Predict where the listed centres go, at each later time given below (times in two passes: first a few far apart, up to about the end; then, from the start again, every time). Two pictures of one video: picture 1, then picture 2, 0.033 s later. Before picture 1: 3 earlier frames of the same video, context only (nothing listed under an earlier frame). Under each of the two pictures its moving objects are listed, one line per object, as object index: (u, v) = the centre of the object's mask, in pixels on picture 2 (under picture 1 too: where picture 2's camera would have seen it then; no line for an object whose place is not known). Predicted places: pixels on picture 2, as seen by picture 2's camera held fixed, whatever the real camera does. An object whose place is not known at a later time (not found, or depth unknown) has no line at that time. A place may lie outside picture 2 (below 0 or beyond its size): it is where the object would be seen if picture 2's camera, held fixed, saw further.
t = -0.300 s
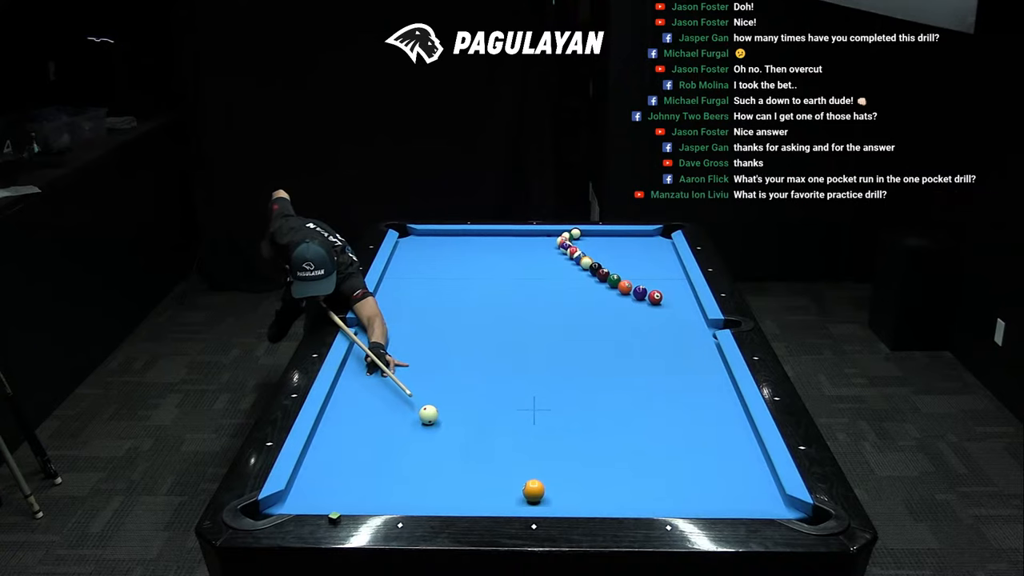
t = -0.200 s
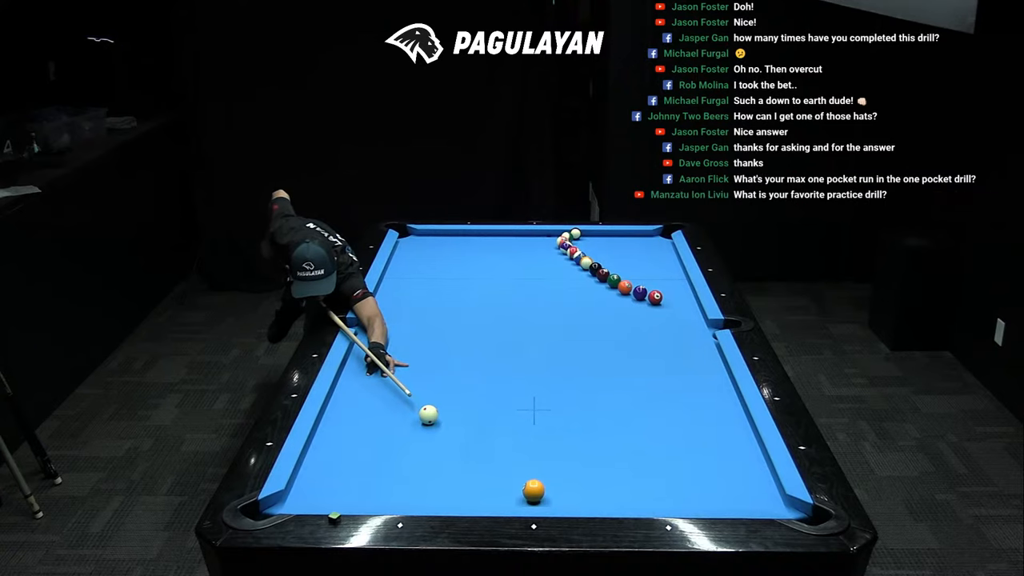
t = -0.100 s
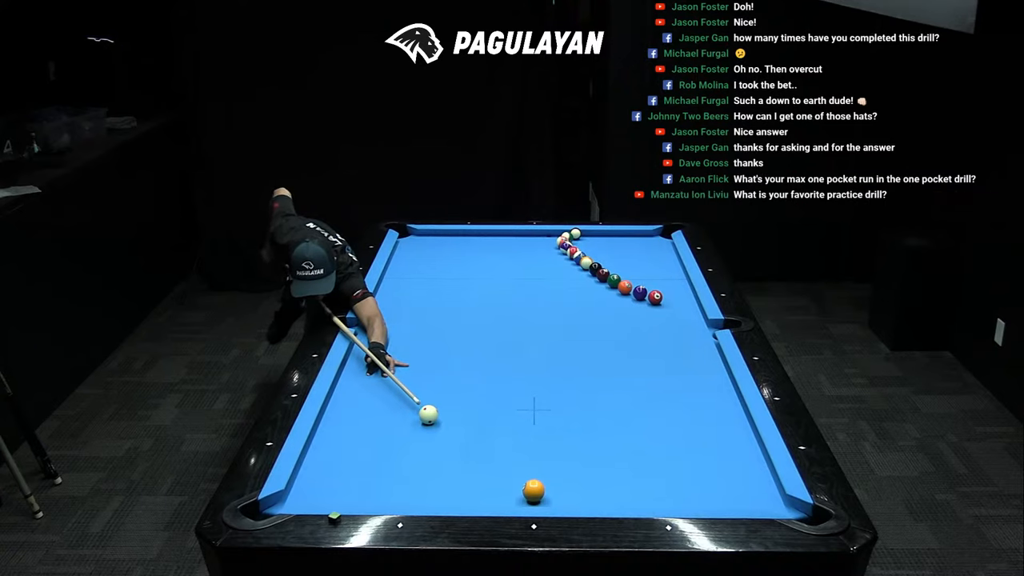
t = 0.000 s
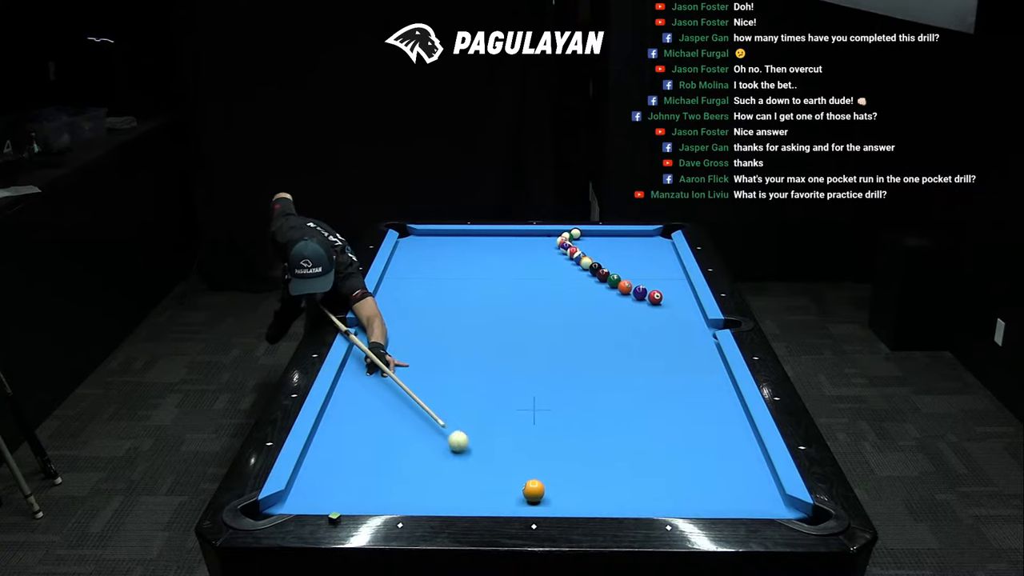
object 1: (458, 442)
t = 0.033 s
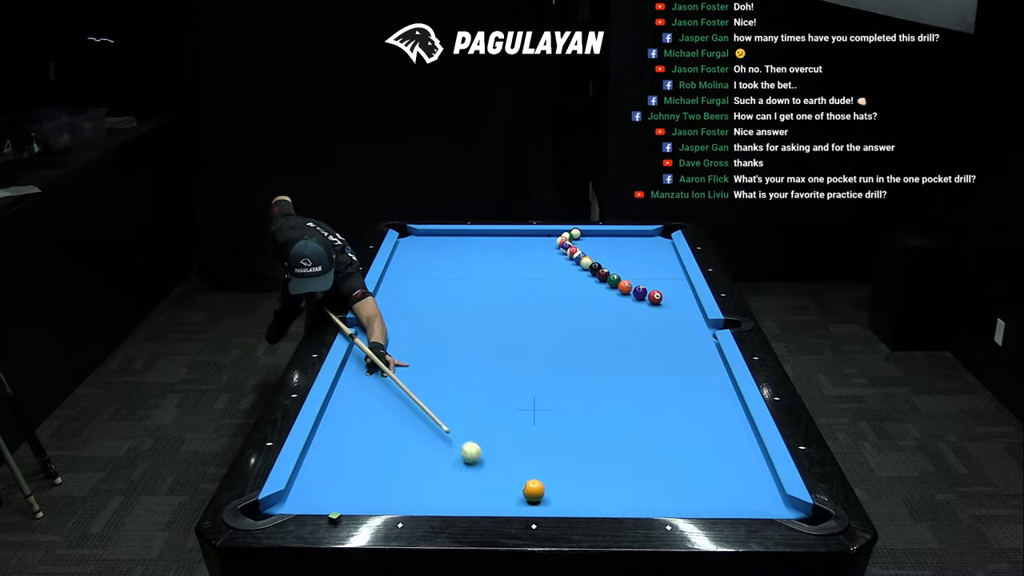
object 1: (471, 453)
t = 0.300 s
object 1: (504, 476)
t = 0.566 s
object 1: (506, 431)
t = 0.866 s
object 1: (510, 390)
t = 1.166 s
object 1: (512, 356)
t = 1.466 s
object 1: (515, 328)
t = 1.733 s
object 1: (516, 306)
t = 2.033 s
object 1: (519, 285)
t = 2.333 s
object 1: (520, 266)
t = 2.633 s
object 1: (522, 250)
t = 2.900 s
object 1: (523, 238)
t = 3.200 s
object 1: (524, 237)
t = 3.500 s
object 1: (525, 245)
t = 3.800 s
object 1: (526, 252)
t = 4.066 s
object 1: (526, 259)
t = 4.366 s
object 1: (527, 266)
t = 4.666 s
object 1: (528, 273)
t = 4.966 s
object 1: (529, 279)
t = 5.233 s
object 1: (529, 285)
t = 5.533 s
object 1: (530, 291)
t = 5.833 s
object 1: (531, 296)
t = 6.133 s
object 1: (532, 301)
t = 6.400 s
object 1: (533, 305)
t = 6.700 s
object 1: (534, 310)
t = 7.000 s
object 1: (535, 314)
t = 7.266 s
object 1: (535, 316)
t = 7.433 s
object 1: (535, 318)
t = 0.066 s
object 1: (484, 464)
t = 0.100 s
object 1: (497, 477)
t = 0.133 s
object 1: (511, 490)
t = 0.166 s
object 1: (509, 498)
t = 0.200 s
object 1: (507, 498)
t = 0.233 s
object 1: (506, 492)
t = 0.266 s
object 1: (505, 484)
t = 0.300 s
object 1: (504, 476)
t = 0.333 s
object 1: (503, 469)
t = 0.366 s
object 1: (504, 463)
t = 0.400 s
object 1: (504, 457)
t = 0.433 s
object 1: (505, 452)
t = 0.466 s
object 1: (505, 446)
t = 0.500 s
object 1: (506, 441)
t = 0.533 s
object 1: (506, 436)
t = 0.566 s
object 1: (506, 431)
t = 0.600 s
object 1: (507, 426)
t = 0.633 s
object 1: (507, 421)
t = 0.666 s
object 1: (508, 416)
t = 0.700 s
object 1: (508, 411)
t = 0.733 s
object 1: (508, 407)
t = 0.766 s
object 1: (509, 402)
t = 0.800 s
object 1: (509, 398)
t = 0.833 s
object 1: (509, 394)
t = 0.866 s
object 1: (510, 390)
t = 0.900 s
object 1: (510, 386)
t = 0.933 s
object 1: (510, 382)
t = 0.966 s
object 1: (511, 378)
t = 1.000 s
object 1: (511, 374)
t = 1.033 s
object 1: (511, 370)
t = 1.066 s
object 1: (511, 367)
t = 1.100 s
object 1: (512, 363)
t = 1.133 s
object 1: (512, 359)
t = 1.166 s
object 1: (512, 356)
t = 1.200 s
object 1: (513, 353)
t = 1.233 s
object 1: (513, 349)
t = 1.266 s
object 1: (513, 346)
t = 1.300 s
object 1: (513, 343)
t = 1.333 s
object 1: (513, 340)
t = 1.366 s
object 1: (514, 337)
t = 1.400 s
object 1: (514, 333)
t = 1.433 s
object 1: (514, 330)
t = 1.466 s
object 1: (515, 328)
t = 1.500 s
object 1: (515, 325)
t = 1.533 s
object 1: (515, 322)
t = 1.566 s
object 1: (515, 319)
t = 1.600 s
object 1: (515, 316)
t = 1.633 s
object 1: (516, 314)
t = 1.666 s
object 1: (516, 311)
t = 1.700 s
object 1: (516, 308)
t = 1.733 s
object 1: (516, 306)
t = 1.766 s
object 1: (517, 303)
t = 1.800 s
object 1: (517, 301)
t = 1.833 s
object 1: (517, 298)
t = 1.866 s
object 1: (517, 296)
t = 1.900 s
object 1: (518, 294)
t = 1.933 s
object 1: (518, 291)
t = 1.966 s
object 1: (518, 289)
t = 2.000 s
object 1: (518, 287)
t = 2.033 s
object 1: (519, 285)
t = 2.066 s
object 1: (519, 282)
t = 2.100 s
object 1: (519, 280)
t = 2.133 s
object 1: (519, 278)
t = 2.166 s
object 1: (519, 276)
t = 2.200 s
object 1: (519, 274)
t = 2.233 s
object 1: (520, 272)
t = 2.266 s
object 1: (520, 270)
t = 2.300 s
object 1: (520, 268)
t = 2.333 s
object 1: (520, 266)
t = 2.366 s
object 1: (520, 265)
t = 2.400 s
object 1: (521, 263)
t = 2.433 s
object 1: (521, 261)
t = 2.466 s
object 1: (521, 259)
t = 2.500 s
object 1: (521, 257)
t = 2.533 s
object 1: (521, 256)
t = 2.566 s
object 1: (522, 254)
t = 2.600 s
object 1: (522, 252)
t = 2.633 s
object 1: (522, 250)
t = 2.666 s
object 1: (522, 249)
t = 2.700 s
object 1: (522, 247)
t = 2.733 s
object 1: (522, 246)
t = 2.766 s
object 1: (523, 244)
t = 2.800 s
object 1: (523, 242)
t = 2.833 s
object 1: (523, 241)
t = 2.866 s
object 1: (523, 239)
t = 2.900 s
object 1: (523, 238)
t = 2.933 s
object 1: (523, 236)
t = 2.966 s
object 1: (524, 235)
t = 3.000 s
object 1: (524, 234)
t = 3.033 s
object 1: (524, 233)
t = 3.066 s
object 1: (524, 234)
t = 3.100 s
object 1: (524, 235)
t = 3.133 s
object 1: (524, 236)
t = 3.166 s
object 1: (524, 236)
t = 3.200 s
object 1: (524, 237)
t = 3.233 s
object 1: (524, 238)
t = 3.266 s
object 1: (524, 239)
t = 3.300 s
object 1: (524, 240)
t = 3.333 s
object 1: (524, 241)
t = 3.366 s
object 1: (524, 241)
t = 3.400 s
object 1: (525, 242)
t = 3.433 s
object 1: (525, 243)
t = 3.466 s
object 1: (525, 244)
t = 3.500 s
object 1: (525, 245)
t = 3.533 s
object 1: (525, 246)
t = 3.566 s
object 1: (525, 246)
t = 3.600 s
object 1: (525, 247)
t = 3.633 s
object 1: (525, 248)
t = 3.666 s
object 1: (525, 249)
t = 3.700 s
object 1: (525, 250)
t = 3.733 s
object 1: (525, 251)
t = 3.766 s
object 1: (525, 251)
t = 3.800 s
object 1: (526, 252)
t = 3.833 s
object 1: (526, 253)
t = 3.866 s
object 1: (526, 254)
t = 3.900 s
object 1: (526, 255)
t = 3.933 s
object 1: (526, 255)
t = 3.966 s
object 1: (526, 256)
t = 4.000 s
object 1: (526, 257)
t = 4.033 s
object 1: (526, 258)
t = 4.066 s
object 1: (526, 259)
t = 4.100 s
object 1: (526, 259)
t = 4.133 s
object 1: (526, 260)
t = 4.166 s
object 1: (526, 261)
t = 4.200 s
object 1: (527, 262)
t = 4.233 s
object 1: (527, 263)
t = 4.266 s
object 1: (527, 263)
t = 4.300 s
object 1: (527, 264)
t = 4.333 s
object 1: (527, 265)
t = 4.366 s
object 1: (527, 266)
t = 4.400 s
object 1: (527, 267)
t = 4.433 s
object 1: (528, 267)
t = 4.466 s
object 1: (528, 268)
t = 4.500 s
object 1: (528, 269)
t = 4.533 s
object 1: (528, 270)
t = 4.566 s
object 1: (528, 270)
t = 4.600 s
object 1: (528, 271)
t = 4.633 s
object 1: (528, 272)
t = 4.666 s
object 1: (528, 273)
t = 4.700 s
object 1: (528, 273)
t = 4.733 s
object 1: (528, 274)
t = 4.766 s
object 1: (529, 275)
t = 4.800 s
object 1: (529, 276)
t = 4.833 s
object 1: (529, 276)
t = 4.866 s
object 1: (528, 277)
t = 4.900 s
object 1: (529, 278)
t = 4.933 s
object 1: (529, 278)
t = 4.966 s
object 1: (529, 279)
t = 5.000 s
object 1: (529, 280)
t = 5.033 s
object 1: (529, 281)
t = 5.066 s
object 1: (529, 281)
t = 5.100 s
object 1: (529, 282)
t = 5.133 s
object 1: (529, 283)
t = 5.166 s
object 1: (529, 283)
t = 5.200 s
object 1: (529, 284)
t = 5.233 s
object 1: (529, 285)
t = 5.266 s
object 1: (529, 285)
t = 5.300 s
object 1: (530, 286)
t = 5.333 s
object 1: (532, 287)
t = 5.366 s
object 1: (530, 287)
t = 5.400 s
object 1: (530, 288)
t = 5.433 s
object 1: (530, 289)
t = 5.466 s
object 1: (530, 289)
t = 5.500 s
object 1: (530, 290)
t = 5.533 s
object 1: (530, 291)
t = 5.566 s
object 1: (530, 291)
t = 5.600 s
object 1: (530, 292)
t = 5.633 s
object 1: (530, 292)
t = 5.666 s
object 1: (531, 293)
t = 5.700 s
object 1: (531, 294)
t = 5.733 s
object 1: (531, 294)
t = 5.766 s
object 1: (531, 295)
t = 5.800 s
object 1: (531, 296)
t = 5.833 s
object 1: (531, 296)
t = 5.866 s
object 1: (531, 297)
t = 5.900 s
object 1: (531, 297)
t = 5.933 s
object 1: (531, 298)
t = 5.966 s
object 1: (531, 298)
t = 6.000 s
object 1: (532, 299)
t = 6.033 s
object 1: (532, 300)
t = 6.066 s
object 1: (532, 300)
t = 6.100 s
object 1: (532, 301)
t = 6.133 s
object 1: (532, 301)
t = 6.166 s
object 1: (532, 302)
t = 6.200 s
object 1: (532, 302)
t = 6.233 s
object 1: (532, 303)
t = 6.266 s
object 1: (533, 304)
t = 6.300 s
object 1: (533, 304)
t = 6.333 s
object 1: (533, 305)
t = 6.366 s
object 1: (533, 305)
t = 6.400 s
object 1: (533, 305)
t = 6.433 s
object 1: (533, 306)
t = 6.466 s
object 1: (533, 306)
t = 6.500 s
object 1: (533, 307)
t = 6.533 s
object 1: (534, 308)
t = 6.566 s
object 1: (534, 308)
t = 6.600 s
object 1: (534, 308)
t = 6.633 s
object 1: (534, 309)
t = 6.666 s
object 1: (534, 309)
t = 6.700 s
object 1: (534, 310)
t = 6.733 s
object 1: (534, 310)
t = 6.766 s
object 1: (534, 311)
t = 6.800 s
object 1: (534, 311)
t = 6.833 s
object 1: (534, 312)
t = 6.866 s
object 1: (534, 312)
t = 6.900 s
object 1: (534, 312)
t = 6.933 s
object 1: (535, 313)
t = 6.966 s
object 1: (535, 313)
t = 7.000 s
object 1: (535, 314)
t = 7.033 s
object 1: (535, 314)
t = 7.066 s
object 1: (535, 314)
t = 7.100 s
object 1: (535, 315)
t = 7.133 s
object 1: (535, 315)
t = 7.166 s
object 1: (535, 315)
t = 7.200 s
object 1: (535, 316)
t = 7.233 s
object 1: (535, 316)
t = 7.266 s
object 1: (535, 316)
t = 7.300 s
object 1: (535, 317)
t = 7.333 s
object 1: (535, 317)
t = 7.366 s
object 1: (535, 317)
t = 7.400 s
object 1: (536, 317)
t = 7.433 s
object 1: (535, 318)
